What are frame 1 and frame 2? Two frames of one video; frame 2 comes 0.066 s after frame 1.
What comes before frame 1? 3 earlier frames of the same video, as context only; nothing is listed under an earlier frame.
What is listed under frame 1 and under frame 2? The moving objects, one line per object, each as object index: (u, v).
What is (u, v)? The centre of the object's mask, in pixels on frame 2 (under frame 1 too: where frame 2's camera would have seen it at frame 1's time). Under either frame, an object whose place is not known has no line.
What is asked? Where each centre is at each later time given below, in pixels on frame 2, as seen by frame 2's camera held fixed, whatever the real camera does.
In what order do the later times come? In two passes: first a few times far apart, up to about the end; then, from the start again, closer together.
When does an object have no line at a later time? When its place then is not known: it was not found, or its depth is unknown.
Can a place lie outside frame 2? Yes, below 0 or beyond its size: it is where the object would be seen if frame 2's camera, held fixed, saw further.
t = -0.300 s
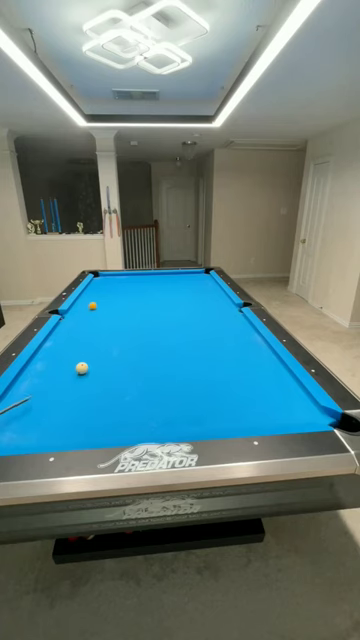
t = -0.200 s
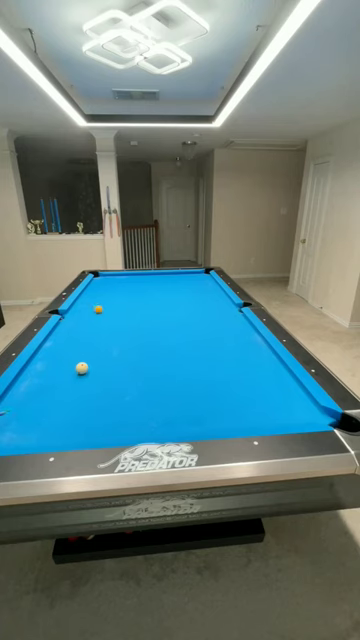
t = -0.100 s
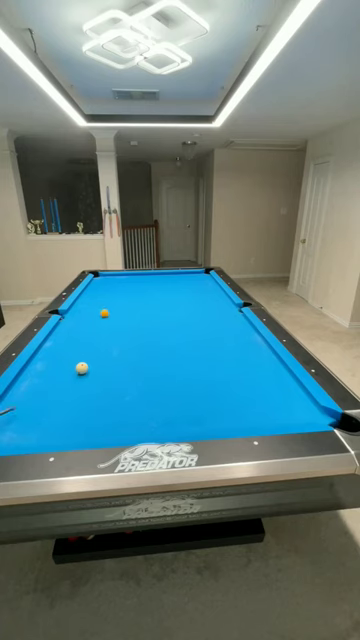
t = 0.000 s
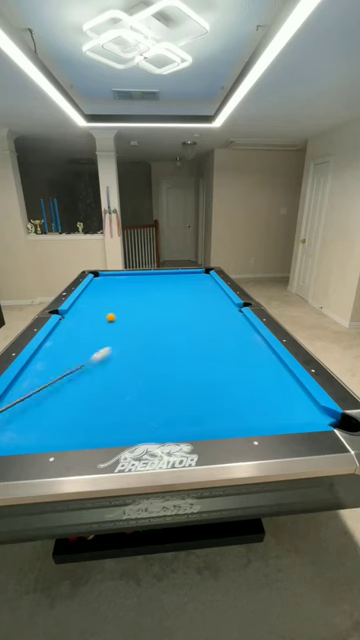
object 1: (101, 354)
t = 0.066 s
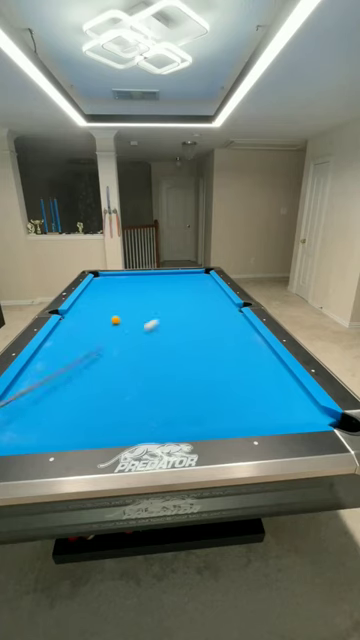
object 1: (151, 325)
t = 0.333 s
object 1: (188, 277)
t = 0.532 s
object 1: (139, 279)
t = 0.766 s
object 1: (87, 293)
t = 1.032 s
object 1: (129, 312)
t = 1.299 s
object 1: (183, 340)
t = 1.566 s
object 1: (274, 387)
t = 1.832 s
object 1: (260, 373)
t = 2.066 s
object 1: (230, 366)
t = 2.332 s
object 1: (201, 359)
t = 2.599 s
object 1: (176, 353)
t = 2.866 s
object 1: (153, 348)
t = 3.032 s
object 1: (140, 345)
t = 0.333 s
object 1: (188, 277)
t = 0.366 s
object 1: (179, 275)
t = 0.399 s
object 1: (170, 273)
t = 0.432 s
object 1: (163, 273)
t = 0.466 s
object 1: (155, 275)
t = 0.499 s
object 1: (147, 277)
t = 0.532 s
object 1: (139, 279)
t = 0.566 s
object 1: (131, 281)
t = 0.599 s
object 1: (122, 283)
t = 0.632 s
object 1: (113, 285)
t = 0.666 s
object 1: (104, 287)
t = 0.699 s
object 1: (94, 289)
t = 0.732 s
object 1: (84, 291)
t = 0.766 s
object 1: (87, 293)
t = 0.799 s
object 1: (92, 295)
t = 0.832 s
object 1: (98, 297)
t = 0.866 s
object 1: (103, 300)
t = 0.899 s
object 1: (108, 302)
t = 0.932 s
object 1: (113, 304)
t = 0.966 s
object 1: (118, 307)
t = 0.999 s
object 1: (123, 309)
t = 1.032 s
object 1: (129, 312)
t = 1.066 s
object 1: (134, 315)
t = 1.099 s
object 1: (141, 318)
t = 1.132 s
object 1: (146, 321)
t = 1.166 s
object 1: (153, 325)
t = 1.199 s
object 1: (160, 328)
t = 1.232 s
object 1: (167, 332)
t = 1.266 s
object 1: (175, 336)
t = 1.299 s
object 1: (183, 340)
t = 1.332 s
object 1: (192, 345)
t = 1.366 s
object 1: (201, 349)
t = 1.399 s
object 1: (212, 355)
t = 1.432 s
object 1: (222, 360)
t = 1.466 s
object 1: (234, 366)
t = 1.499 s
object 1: (246, 373)
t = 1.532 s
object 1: (260, 380)
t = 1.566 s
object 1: (274, 387)
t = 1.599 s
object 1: (285, 389)
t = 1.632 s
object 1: (291, 387)
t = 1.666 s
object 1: (296, 385)
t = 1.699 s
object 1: (287, 382)
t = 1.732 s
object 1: (279, 379)
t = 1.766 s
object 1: (272, 377)
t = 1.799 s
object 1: (265, 375)
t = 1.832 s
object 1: (260, 373)
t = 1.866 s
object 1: (255, 372)
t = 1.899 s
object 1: (250, 371)
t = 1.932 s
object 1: (246, 370)
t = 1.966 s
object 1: (242, 369)
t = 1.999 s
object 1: (237, 368)
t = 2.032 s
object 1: (234, 367)
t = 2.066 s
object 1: (230, 366)
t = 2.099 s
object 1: (226, 365)
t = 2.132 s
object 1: (222, 364)
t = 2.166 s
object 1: (218, 363)
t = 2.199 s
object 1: (215, 362)
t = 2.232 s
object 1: (211, 361)
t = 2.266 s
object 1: (208, 360)
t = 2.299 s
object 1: (204, 360)
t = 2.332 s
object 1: (201, 359)
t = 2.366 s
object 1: (198, 358)
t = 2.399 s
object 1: (194, 357)
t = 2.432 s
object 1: (191, 357)
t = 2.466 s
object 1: (188, 356)
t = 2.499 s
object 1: (185, 355)
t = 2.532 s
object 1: (182, 355)
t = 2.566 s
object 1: (179, 354)
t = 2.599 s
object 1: (176, 353)
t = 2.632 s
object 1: (173, 352)
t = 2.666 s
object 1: (170, 352)
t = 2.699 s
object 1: (167, 351)
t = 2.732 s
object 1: (164, 351)
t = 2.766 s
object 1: (161, 350)
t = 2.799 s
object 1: (159, 349)
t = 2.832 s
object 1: (156, 349)
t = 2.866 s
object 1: (153, 348)
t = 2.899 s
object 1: (150, 348)
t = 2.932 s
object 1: (148, 347)
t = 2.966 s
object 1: (145, 346)
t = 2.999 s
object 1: (143, 346)
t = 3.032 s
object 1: (140, 345)
